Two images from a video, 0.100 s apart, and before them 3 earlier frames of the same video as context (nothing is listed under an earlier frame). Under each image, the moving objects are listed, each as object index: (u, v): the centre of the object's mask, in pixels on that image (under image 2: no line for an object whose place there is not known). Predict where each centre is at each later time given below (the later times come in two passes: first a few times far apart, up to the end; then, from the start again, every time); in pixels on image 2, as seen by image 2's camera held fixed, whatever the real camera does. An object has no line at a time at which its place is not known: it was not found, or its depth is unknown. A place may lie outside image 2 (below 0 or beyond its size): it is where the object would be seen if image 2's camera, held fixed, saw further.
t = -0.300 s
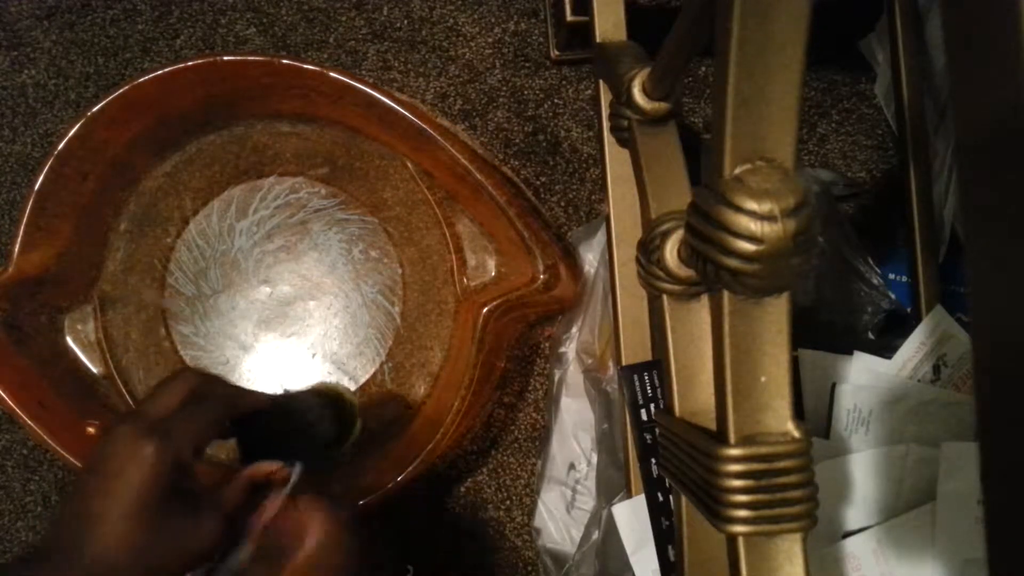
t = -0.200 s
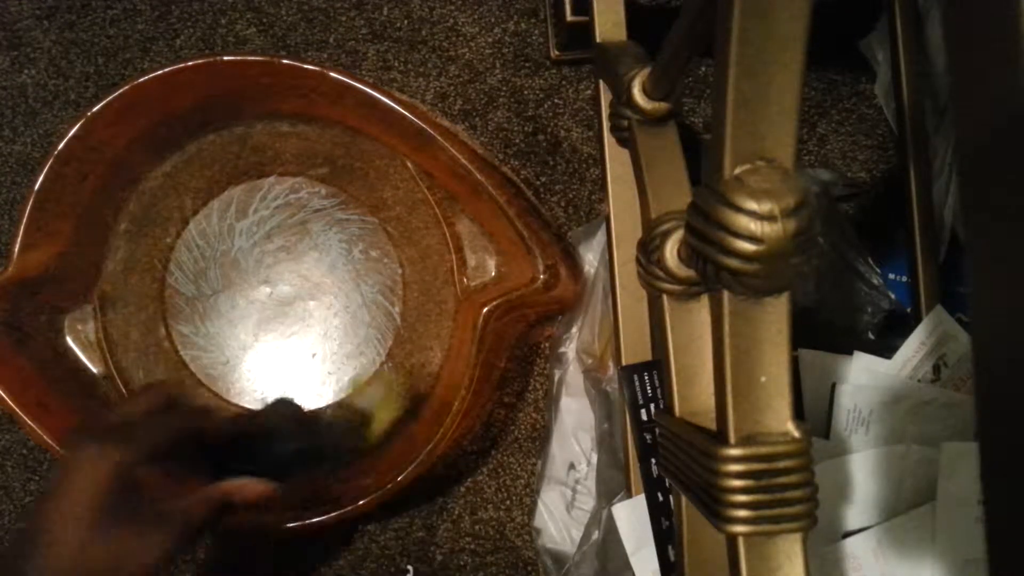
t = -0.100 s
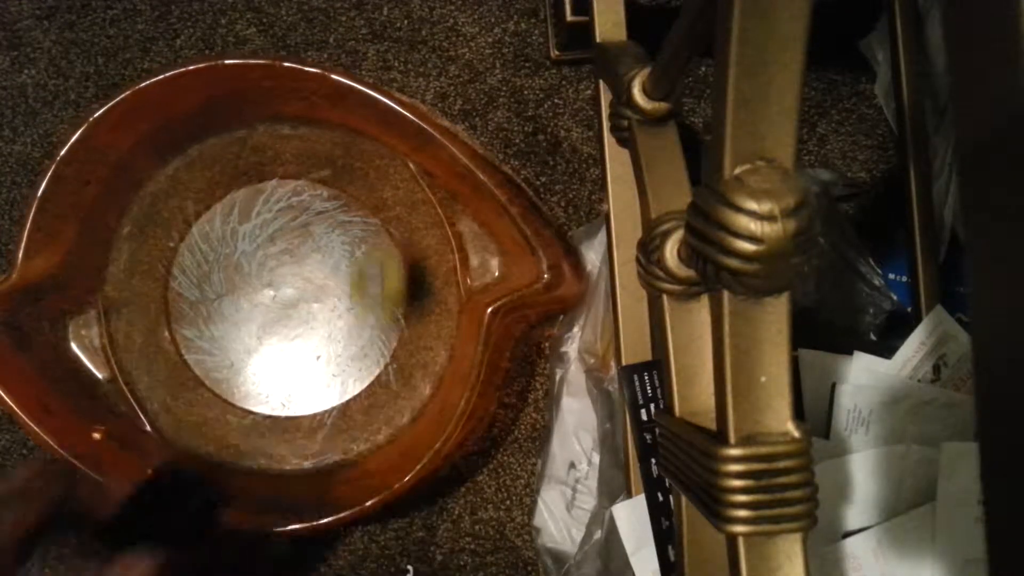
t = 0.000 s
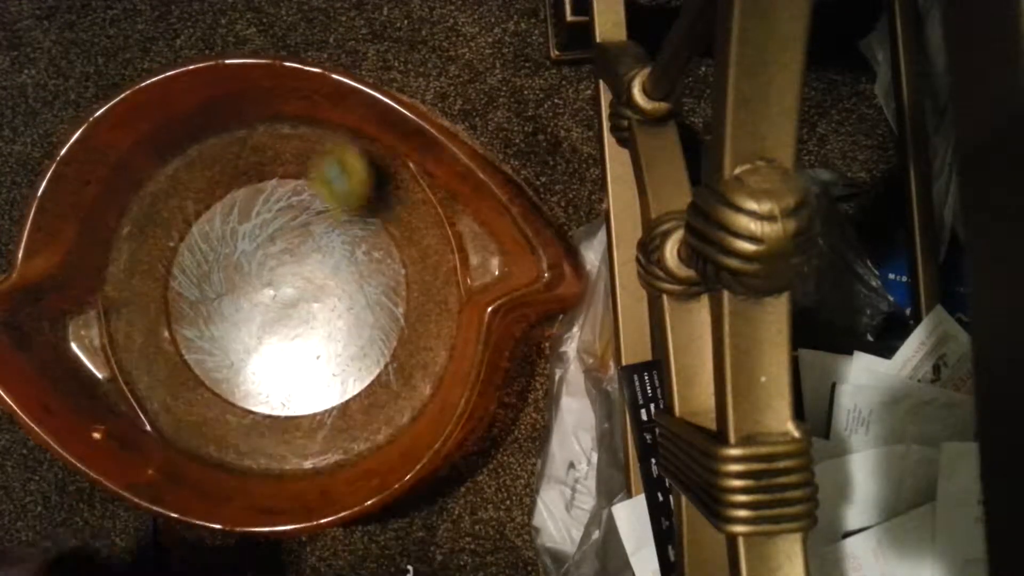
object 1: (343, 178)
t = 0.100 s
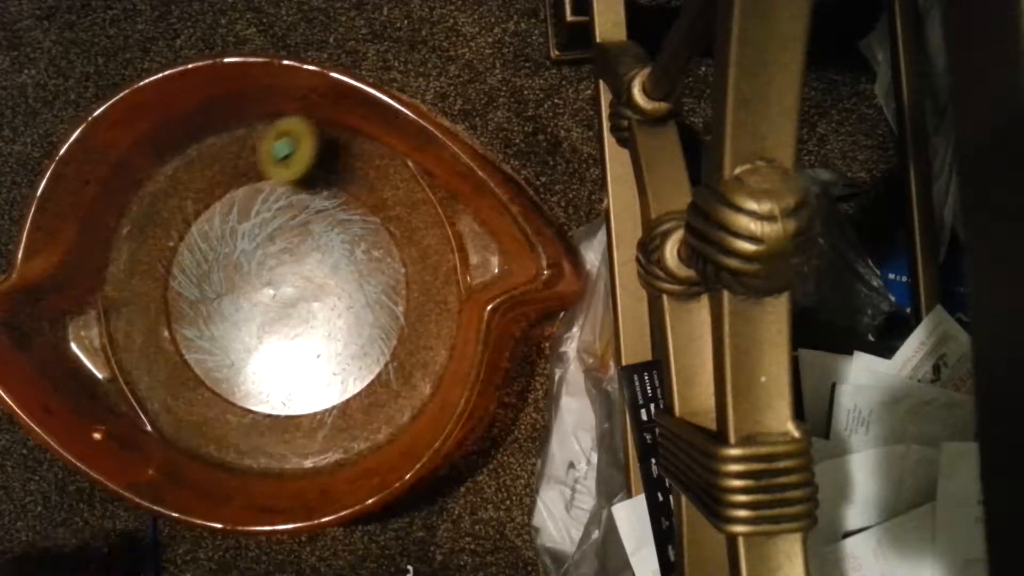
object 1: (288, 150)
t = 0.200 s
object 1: (253, 181)
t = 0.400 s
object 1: (224, 277)
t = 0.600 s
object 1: (240, 312)
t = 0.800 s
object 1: (244, 261)
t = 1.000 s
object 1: (248, 157)
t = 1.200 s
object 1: (333, 159)
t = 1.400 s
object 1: (365, 317)
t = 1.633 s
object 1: (185, 392)
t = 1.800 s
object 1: (111, 304)
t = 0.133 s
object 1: (275, 157)
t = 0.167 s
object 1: (263, 168)
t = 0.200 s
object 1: (253, 181)
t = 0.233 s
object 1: (242, 198)
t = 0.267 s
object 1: (233, 216)
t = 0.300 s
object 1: (228, 234)
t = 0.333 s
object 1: (226, 250)
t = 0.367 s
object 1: (224, 264)
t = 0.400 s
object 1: (224, 277)
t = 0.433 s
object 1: (225, 288)
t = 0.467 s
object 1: (228, 297)
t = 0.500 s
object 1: (231, 305)
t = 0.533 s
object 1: (234, 310)
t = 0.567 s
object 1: (237, 312)
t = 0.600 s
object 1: (240, 312)
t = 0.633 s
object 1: (244, 310)
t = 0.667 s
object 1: (245, 305)
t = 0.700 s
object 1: (247, 298)
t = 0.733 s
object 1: (247, 287)
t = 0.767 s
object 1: (246, 275)
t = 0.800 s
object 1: (244, 261)
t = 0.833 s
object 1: (243, 245)
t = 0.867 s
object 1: (242, 225)
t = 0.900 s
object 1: (239, 203)
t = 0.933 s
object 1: (239, 182)
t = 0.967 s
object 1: (242, 169)
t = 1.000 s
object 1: (248, 157)
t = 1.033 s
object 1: (257, 147)
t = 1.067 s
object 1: (267, 139)
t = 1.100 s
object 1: (281, 139)
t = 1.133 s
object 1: (297, 144)
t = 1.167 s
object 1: (314, 149)
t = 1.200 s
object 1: (333, 159)
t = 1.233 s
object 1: (352, 173)
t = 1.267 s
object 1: (367, 197)
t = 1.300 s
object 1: (377, 224)
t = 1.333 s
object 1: (379, 258)
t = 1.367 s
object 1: (375, 290)
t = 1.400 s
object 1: (365, 317)
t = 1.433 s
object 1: (349, 341)
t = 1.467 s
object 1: (329, 361)
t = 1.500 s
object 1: (304, 378)
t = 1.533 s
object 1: (271, 394)
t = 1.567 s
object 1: (240, 401)
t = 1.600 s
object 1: (212, 400)
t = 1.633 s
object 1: (185, 392)
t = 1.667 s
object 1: (159, 379)
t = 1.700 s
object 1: (137, 363)
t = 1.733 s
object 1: (112, 343)
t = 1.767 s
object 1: (97, 320)
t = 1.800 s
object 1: (111, 304)
